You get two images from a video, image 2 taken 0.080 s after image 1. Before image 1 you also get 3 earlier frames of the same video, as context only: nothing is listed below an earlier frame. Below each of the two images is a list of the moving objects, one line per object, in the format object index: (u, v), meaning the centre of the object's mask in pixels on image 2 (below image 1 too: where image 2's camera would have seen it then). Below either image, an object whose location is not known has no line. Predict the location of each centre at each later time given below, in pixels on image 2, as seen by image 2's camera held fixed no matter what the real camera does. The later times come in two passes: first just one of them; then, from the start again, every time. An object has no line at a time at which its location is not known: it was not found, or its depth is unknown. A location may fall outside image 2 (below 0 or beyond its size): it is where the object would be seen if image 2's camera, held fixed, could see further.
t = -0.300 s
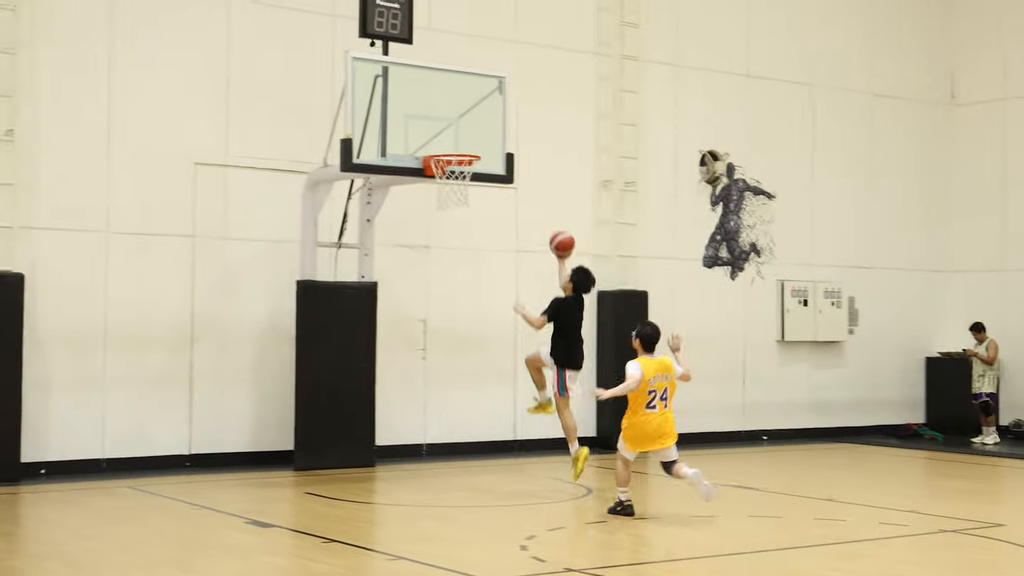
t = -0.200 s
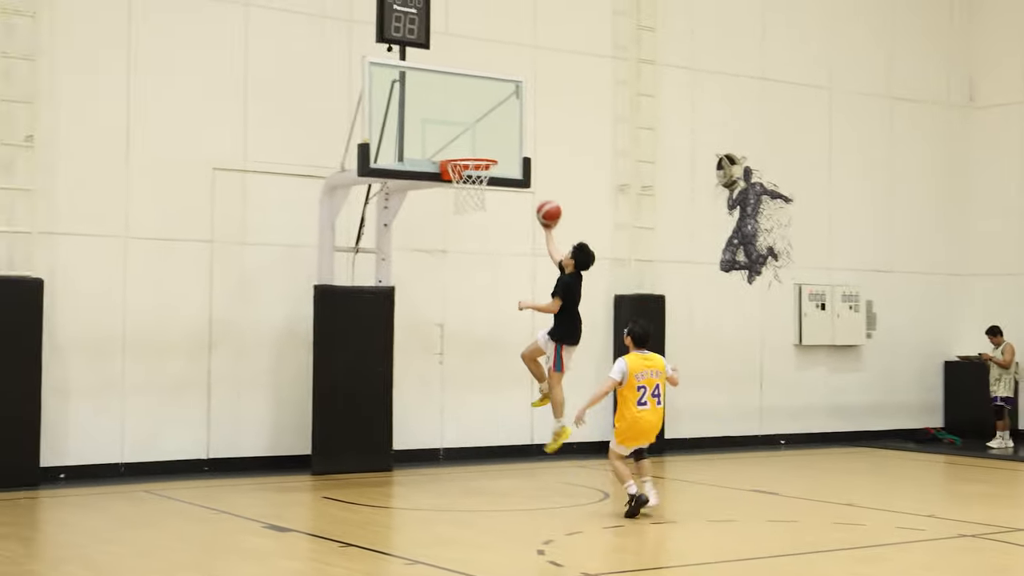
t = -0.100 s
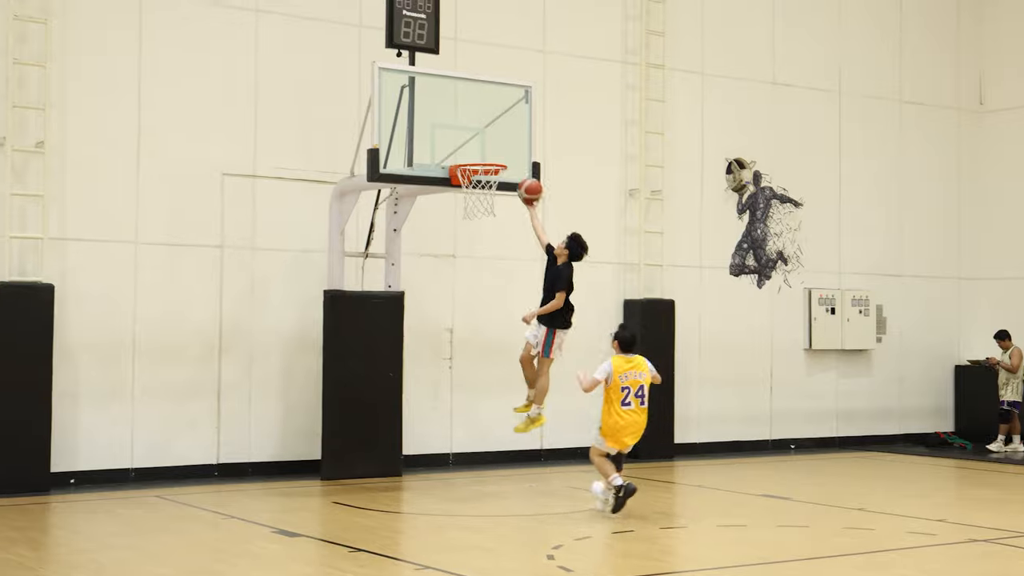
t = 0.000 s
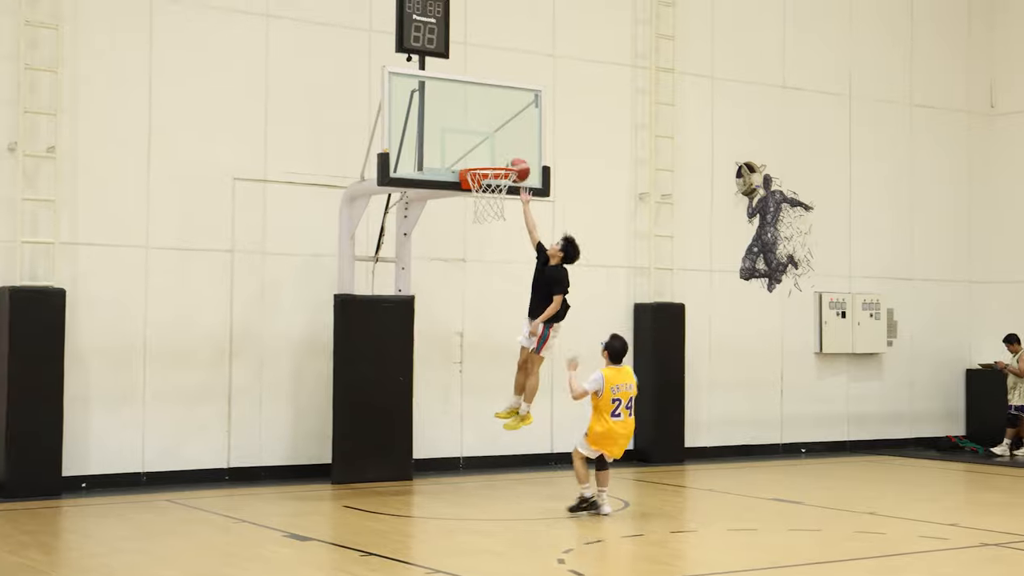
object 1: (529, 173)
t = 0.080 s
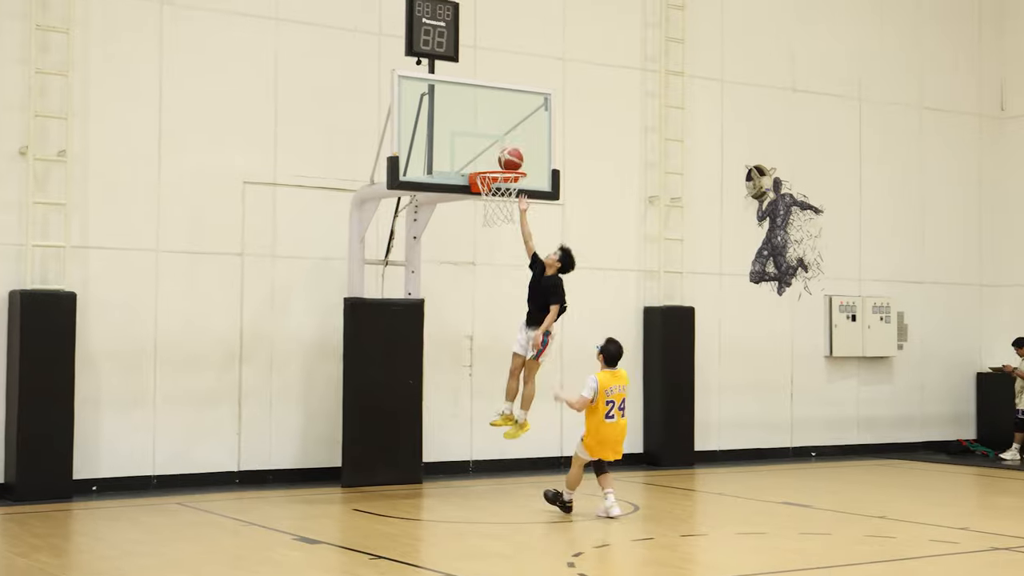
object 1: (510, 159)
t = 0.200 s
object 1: (506, 147)
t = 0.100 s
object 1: (507, 156)
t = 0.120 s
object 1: (507, 154)
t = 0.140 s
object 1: (506, 151)
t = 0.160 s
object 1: (506, 149)
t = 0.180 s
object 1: (506, 148)
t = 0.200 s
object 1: (506, 147)
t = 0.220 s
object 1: (505, 146)
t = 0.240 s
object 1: (505, 145)
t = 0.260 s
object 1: (505, 145)
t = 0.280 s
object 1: (505, 146)
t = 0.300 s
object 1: (505, 146)
